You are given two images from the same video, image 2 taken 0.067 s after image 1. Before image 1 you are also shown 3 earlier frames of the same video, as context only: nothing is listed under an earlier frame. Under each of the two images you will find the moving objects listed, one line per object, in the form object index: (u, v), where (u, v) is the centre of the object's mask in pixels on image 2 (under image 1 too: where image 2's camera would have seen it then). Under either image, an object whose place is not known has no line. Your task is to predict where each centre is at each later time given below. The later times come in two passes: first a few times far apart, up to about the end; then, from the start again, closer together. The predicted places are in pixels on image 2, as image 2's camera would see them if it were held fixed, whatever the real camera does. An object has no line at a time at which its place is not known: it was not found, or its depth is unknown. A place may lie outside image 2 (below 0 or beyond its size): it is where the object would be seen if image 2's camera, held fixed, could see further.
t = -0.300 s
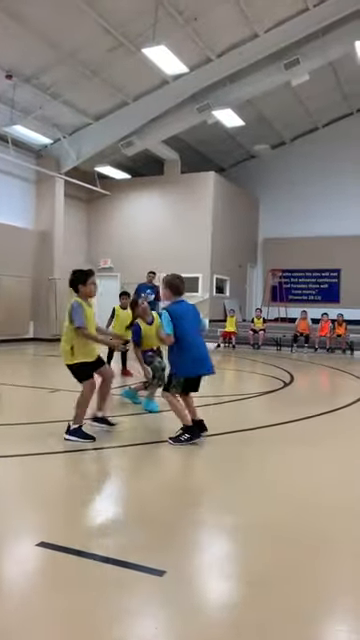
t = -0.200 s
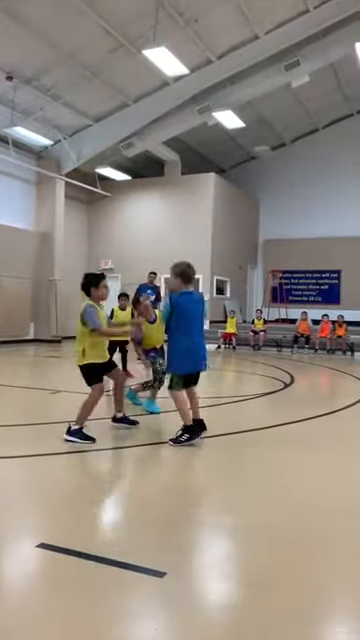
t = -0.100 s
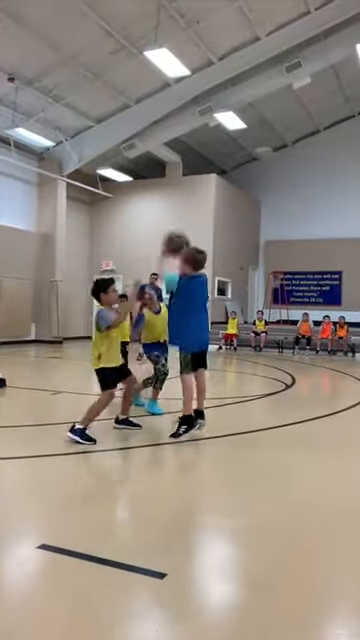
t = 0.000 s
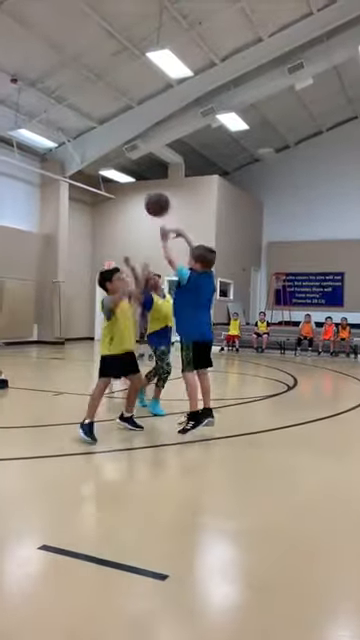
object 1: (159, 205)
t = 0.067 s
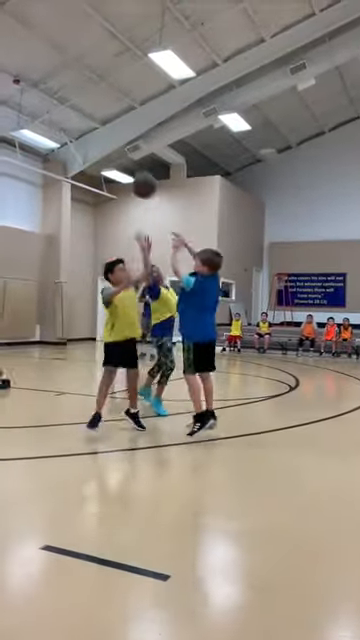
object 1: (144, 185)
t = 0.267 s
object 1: (98, 159)
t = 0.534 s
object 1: (41, 190)
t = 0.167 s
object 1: (121, 168)
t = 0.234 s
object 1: (105, 160)
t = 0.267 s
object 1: (98, 159)
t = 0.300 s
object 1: (90, 159)
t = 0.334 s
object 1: (83, 160)
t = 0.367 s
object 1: (76, 163)
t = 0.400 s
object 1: (69, 165)
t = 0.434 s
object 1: (62, 171)
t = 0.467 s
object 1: (55, 176)
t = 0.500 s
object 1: (47, 183)
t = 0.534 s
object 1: (41, 190)
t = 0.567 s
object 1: (34, 199)
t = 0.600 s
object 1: (27, 209)
